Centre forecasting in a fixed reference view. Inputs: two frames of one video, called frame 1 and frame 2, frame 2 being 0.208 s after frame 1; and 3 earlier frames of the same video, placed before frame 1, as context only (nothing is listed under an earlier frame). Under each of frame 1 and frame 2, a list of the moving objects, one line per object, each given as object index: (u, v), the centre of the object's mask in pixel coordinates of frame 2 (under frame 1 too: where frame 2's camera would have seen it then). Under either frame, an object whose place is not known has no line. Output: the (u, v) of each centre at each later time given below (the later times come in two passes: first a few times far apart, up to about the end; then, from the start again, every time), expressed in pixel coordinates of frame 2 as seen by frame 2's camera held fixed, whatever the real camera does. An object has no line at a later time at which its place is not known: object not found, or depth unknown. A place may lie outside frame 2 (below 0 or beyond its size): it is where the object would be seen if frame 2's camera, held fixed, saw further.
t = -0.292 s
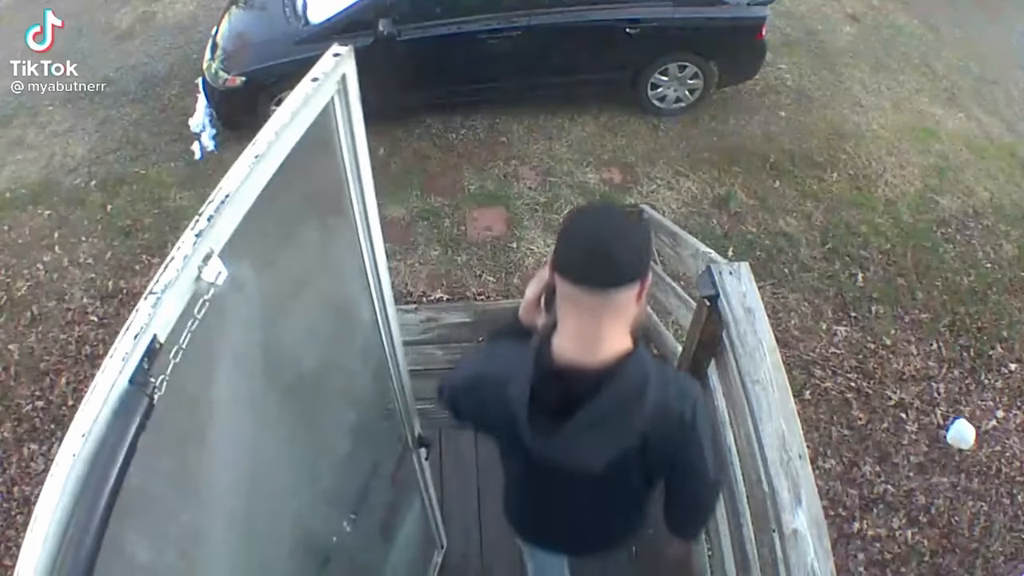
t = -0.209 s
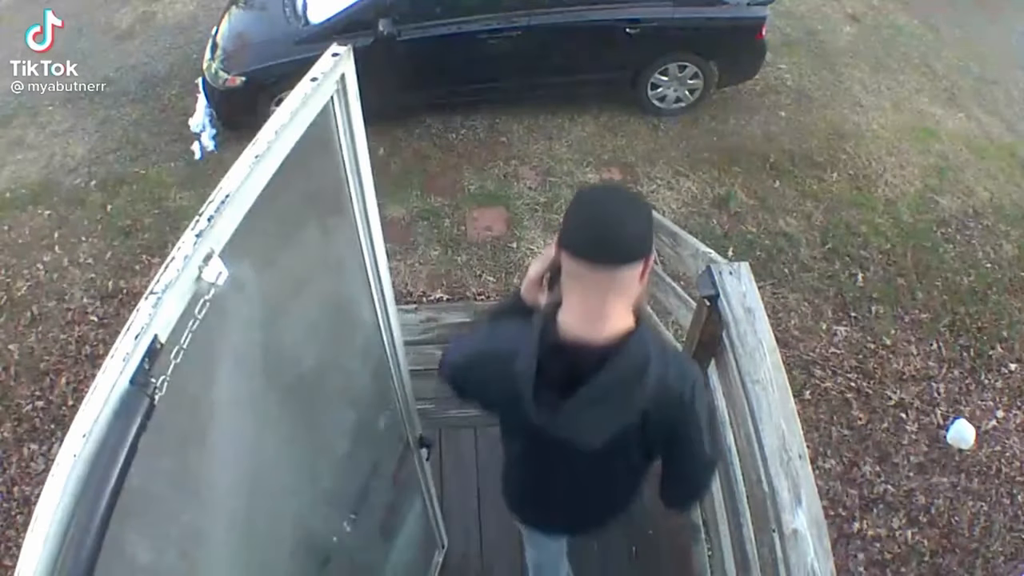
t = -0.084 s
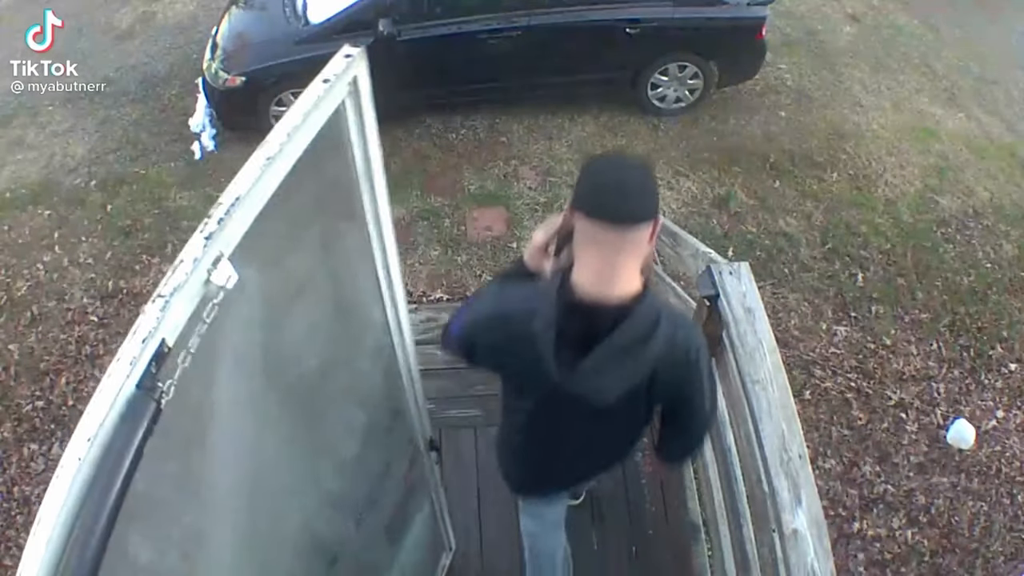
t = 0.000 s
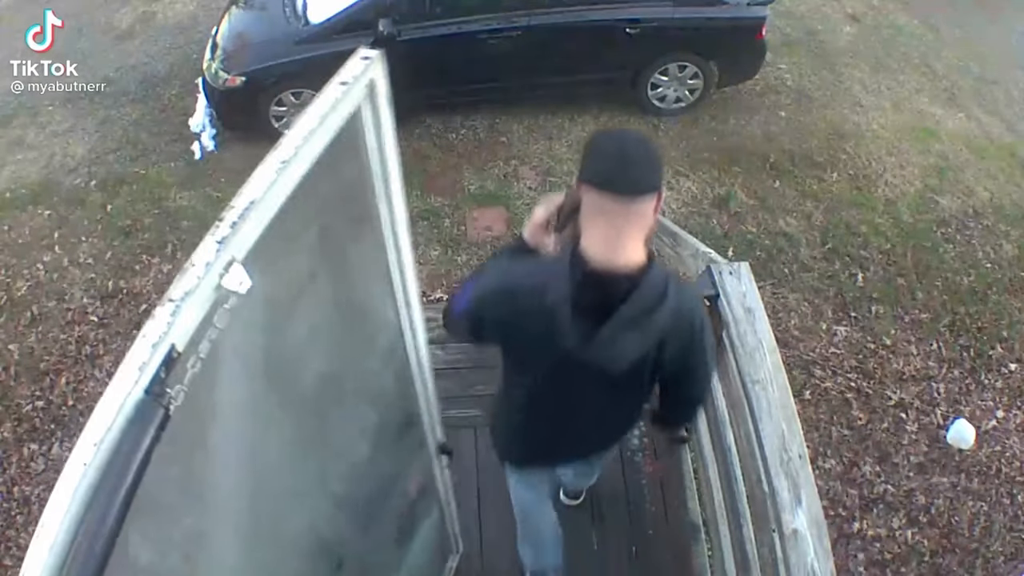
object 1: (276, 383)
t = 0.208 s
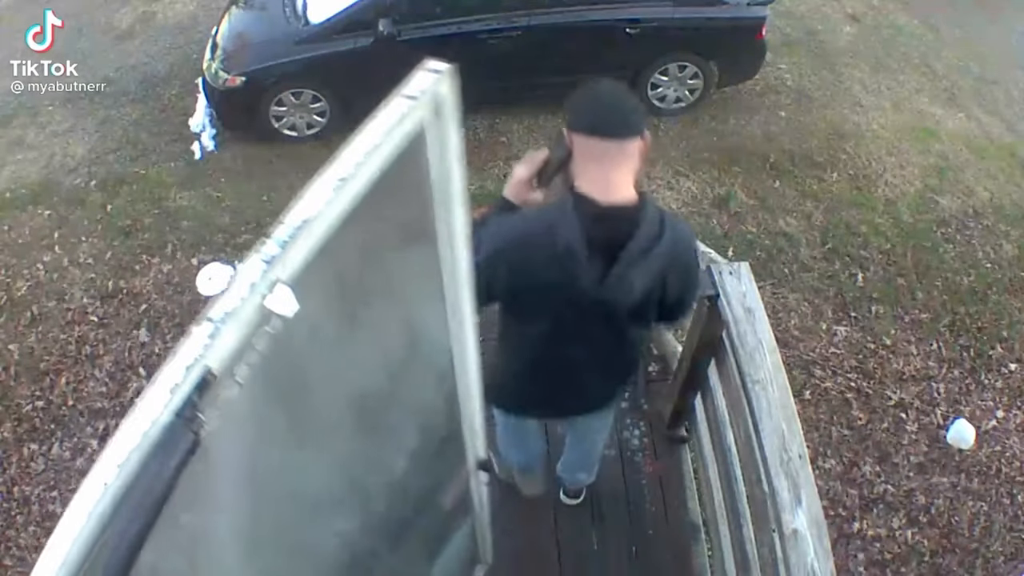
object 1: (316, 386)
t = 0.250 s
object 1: (327, 386)
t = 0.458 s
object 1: (393, 402)
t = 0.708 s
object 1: (499, 430)
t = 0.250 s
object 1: (327, 386)
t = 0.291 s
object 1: (339, 390)
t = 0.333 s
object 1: (351, 392)
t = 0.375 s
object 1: (365, 395)
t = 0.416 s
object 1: (379, 398)
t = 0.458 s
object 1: (393, 402)
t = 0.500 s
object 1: (408, 406)
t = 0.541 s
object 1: (424, 409)
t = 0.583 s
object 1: (443, 413)
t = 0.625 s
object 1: (460, 419)
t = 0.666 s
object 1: (480, 424)
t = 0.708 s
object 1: (499, 430)
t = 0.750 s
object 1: (521, 436)
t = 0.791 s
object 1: (541, 445)
